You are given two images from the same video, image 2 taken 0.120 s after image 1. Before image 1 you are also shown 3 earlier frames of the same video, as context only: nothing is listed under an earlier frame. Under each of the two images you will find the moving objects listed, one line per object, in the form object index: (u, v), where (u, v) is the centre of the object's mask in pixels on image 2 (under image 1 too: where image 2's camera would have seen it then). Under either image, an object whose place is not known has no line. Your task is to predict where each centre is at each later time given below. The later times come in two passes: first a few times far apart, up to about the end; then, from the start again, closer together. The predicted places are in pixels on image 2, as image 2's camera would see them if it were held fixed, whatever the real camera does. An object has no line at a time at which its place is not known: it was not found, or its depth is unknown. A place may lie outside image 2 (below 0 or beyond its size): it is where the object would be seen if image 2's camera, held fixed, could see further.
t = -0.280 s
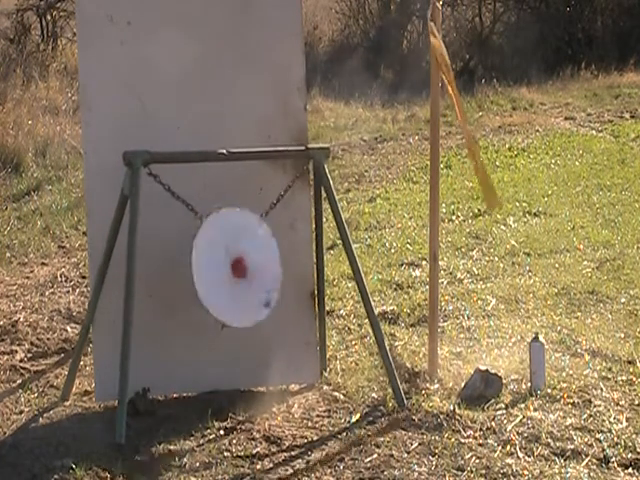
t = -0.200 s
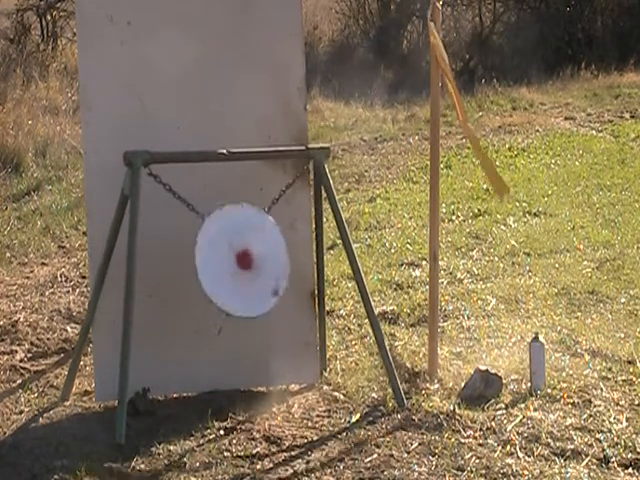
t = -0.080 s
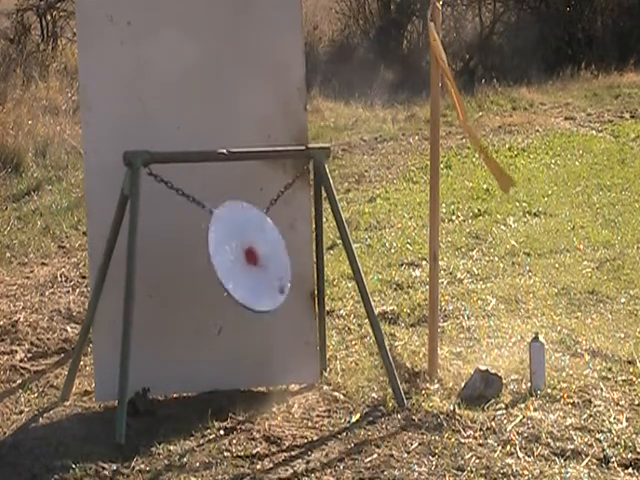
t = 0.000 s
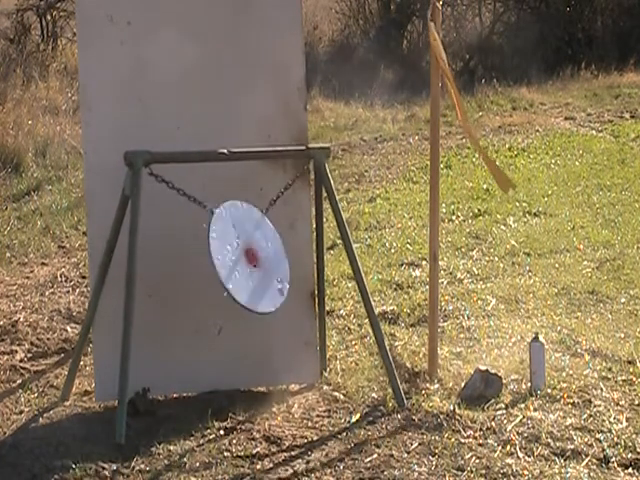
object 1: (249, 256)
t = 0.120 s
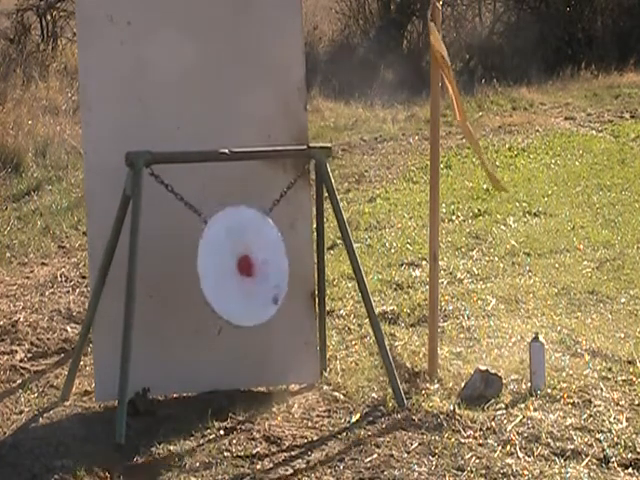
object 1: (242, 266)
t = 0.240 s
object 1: (232, 270)
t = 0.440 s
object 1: (217, 258)
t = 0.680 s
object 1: (226, 265)
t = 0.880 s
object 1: (242, 267)
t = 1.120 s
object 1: (247, 259)
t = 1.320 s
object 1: (235, 270)
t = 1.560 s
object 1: (219, 260)
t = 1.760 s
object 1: (219, 262)
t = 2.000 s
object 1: (239, 268)
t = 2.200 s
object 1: (246, 259)
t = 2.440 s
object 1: (237, 269)
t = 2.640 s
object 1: (220, 264)
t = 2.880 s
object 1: (219, 262)
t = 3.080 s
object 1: (233, 270)
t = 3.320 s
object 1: (247, 260)
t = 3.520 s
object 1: (241, 267)
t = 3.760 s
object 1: (222, 265)
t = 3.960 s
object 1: (217, 260)
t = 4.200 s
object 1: (232, 270)
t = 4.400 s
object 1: (245, 262)
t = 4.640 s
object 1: (241, 266)
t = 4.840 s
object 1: (226, 268)
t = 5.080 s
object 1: (217, 260)
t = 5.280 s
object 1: (227, 269)
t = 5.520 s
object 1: (244, 263)
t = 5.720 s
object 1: (244, 263)
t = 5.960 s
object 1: (227, 269)
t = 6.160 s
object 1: (218, 260)
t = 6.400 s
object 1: (226, 269)
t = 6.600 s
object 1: (241, 266)
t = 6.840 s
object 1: (244, 263)
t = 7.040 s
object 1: (232, 270)
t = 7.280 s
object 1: (218, 261)
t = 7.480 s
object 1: (222, 266)
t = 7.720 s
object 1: (240, 267)
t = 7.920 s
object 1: (245, 262)
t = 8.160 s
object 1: (233, 270)
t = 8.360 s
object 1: (220, 263)
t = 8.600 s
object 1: (222, 266)
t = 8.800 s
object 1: (236, 269)
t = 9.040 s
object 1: (245, 262)
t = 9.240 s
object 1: (237, 269)
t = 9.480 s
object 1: (220, 264)
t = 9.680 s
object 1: (220, 263)
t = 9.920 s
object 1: (235, 270)
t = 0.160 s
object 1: (239, 267)
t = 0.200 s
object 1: (236, 269)
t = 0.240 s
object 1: (232, 270)
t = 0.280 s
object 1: (228, 267)
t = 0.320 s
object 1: (224, 265)
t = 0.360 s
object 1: (221, 262)
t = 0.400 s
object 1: (218, 261)
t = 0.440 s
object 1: (217, 258)
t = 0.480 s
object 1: (217, 256)
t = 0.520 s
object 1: (218, 256)
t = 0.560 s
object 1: (219, 257)
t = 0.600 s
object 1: (221, 260)
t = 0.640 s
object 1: (223, 263)
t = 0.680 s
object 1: (226, 265)
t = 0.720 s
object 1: (229, 268)
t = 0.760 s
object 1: (232, 269)
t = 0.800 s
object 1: (236, 269)
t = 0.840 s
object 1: (239, 268)
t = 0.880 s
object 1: (242, 267)
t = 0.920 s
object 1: (244, 264)
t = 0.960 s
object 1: (246, 261)
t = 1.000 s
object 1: (247, 259)
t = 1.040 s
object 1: (248, 258)
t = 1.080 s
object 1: (248, 258)
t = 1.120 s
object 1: (247, 259)
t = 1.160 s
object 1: (246, 260)
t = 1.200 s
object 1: (243, 263)
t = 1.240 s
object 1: (241, 266)
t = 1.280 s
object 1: (238, 268)
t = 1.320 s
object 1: (235, 270)
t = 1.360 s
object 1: (232, 270)
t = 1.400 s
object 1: (229, 269)
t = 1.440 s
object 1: (226, 267)
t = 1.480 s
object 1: (223, 264)
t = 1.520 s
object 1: (221, 262)
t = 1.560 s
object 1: (219, 260)
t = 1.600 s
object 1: (217, 258)
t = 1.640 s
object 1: (217, 258)
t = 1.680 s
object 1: (217, 258)
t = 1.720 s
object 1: (217, 260)
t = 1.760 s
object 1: (219, 262)
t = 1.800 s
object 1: (221, 265)
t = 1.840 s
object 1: (225, 267)
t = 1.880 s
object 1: (228, 269)
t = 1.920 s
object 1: (232, 270)
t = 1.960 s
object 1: (236, 269)
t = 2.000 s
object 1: (239, 268)
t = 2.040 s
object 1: (242, 266)
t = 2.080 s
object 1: (244, 264)
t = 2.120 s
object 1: (246, 261)
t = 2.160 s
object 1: (246, 259)
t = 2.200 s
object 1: (246, 259)
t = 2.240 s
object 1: (247, 259)
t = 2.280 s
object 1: (246, 260)
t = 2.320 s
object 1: (245, 262)
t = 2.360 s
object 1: (243, 265)
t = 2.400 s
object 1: (240, 268)
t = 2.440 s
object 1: (237, 269)
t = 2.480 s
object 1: (234, 270)
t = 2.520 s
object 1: (230, 270)
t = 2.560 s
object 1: (227, 268)
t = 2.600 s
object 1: (223, 267)
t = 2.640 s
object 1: (220, 264)
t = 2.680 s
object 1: (219, 262)
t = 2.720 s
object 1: (217, 260)
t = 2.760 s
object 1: (217, 259)
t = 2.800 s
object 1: (217, 259)
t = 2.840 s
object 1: (218, 259)
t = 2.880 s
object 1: (219, 262)
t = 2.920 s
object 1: (221, 264)
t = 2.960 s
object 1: (223, 267)
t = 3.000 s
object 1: (226, 269)
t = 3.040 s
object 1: (230, 270)
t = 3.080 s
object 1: (233, 270)
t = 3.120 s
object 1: (237, 269)
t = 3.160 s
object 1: (240, 267)
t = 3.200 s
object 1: (243, 265)
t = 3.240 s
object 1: (245, 263)
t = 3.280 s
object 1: (246, 261)
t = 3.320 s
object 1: (247, 260)
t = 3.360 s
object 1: (246, 259)
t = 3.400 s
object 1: (246, 260)
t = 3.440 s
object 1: (245, 262)
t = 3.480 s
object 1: (243, 264)
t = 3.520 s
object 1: (241, 267)
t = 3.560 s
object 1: (238, 269)
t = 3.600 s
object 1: (235, 270)
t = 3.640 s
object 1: (231, 270)
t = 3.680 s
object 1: (228, 269)
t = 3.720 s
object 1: (224, 267)
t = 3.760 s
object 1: (222, 265)
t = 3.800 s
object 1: (220, 263)
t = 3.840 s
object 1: (218, 261)
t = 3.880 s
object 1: (217, 260)
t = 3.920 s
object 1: (217, 259)
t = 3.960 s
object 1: (217, 260)
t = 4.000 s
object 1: (218, 261)
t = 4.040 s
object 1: (220, 263)
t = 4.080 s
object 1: (222, 266)
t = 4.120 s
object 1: (225, 268)
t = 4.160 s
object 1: (229, 270)
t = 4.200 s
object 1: (232, 270)
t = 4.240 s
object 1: (235, 270)
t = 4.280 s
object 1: (238, 269)
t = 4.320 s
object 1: (241, 266)
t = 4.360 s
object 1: (243, 264)
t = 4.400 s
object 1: (245, 262)
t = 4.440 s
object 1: (246, 261)
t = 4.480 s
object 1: (247, 260)
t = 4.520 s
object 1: (246, 260)
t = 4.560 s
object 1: (245, 262)
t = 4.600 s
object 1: (244, 264)
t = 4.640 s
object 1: (241, 266)
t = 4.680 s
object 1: (239, 268)
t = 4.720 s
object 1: (236, 270)
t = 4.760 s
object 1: (232, 270)
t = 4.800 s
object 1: (229, 270)
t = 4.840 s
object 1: (226, 268)
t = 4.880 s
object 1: (223, 267)
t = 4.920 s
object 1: (221, 264)
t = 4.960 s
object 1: (219, 262)
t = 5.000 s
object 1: (218, 261)
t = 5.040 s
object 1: (217, 260)
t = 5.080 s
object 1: (217, 260)
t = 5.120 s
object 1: (218, 261)
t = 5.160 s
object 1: (219, 263)
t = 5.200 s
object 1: (222, 265)
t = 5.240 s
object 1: (224, 267)
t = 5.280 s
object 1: (227, 269)
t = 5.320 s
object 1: (230, 270)
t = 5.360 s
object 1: (234, 270)
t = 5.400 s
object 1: (237, 269)
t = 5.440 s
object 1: (240, 267)
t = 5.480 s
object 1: (242, 265)
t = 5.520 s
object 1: (244, 263)
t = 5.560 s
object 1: (245, 262)
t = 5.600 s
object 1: (246, 261)
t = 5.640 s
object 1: (246, 260)
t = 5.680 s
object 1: (245, 261)
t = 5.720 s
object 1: (244, 263)
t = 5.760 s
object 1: (242, 265)
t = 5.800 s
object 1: (240, 267)
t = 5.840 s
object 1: (237, 269)
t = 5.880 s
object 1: (234, 270)
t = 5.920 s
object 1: (231, 270)
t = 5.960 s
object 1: (227, 269)
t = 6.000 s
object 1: (224, 268)
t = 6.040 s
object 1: (222, 265)
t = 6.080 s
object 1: (220, 263)
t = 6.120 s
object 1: (219, 262)
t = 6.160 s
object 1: (218, 260)
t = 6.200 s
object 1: (218, 260)
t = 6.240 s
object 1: (218, 261)
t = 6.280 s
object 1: (219, 262)
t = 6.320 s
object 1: (221, 265)
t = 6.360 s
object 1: (223, 267)
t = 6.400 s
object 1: (226, 269)
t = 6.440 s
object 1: (229, 270)
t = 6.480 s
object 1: (232, 270)
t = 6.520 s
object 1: (236, 270)
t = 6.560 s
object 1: (238, 268)
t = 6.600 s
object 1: (241, 266)
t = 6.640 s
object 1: (243, 264)
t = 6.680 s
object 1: (244, 263)
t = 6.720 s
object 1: (245, 261)
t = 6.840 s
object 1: (244, 263)
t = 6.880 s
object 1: (243, 265)
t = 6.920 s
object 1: (240, 267)
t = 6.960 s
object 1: (238, 269)
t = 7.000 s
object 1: (235, 270)
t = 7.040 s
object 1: (232, 270)
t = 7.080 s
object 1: (228, 270)
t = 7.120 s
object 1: (226, 268)
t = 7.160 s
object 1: (223, 267)
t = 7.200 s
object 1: (221, 264)
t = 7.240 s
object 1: (219, 263)
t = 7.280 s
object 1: (218, 261)
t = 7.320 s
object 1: (218, 261)
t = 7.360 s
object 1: (218, 261)
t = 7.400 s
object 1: (219, 262)
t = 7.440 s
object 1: (220, 264)
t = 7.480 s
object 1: (222, 266)
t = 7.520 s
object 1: (225, 268)
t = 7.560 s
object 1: (228, 269)
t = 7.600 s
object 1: (231, 270)
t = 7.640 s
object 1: (235, 270)
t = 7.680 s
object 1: (237, 269)
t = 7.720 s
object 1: (240, 267)
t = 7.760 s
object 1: (242, 266)
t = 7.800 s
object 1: (244, 264)
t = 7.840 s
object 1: (245, 262)
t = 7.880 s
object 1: (245, 262)
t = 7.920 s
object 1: (245, 262)
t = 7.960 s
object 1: (244, 263)
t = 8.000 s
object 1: (243, 265)
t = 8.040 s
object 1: (241, 267)
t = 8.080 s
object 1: (239, 268)
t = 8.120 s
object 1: (236, 270)
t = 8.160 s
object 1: (233, 270)
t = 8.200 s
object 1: (230, 270)
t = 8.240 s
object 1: (227, 269)
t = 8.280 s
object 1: (224, 267)
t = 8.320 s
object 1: (222, 265)
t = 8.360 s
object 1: (220, 263)
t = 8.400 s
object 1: (219, 262)
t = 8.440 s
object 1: (218, 261)
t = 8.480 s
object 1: (218, 261)
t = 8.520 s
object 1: (219, 262)
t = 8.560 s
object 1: (220, 263)
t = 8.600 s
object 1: (222, 266)
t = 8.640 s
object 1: (224, 268)
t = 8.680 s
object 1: (227, 269)
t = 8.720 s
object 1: (230, 270)
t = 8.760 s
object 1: (233, 270)
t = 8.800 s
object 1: (236, 269)
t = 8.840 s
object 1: (239, 268)
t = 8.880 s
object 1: (241, 266)
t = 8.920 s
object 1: (243, 264)
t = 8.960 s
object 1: (244, 263)
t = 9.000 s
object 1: (245, 262)
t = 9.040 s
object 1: (245, 262)
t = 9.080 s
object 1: (244, 263)
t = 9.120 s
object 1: (243, 264)
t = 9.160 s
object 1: (242, 266)
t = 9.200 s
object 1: (239, 268)
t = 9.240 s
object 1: (237, 269)
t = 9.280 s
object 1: (234, 270)
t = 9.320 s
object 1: (231, 270)
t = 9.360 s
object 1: (228, 269)
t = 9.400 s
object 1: (225, 268)
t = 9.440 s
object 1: (223, 266)
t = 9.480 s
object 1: (220, 264)
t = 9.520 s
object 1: (219, 263)
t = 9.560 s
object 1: (219, 261)
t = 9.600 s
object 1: (219, 261)
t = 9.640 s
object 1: (219, 262)
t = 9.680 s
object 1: (220, 263)
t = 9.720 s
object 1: (221, 265)
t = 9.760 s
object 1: (224, 267)
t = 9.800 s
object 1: (226, 269)
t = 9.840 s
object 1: (229, 270)
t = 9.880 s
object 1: (232, 270)
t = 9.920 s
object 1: (235, 270)
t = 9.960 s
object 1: (238, 269)
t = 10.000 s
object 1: (240, 267)
